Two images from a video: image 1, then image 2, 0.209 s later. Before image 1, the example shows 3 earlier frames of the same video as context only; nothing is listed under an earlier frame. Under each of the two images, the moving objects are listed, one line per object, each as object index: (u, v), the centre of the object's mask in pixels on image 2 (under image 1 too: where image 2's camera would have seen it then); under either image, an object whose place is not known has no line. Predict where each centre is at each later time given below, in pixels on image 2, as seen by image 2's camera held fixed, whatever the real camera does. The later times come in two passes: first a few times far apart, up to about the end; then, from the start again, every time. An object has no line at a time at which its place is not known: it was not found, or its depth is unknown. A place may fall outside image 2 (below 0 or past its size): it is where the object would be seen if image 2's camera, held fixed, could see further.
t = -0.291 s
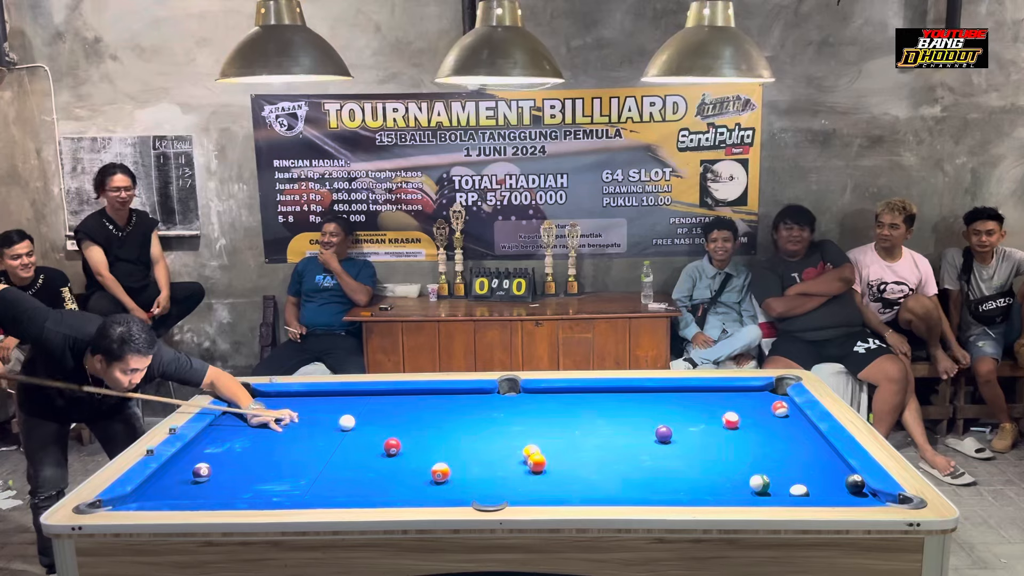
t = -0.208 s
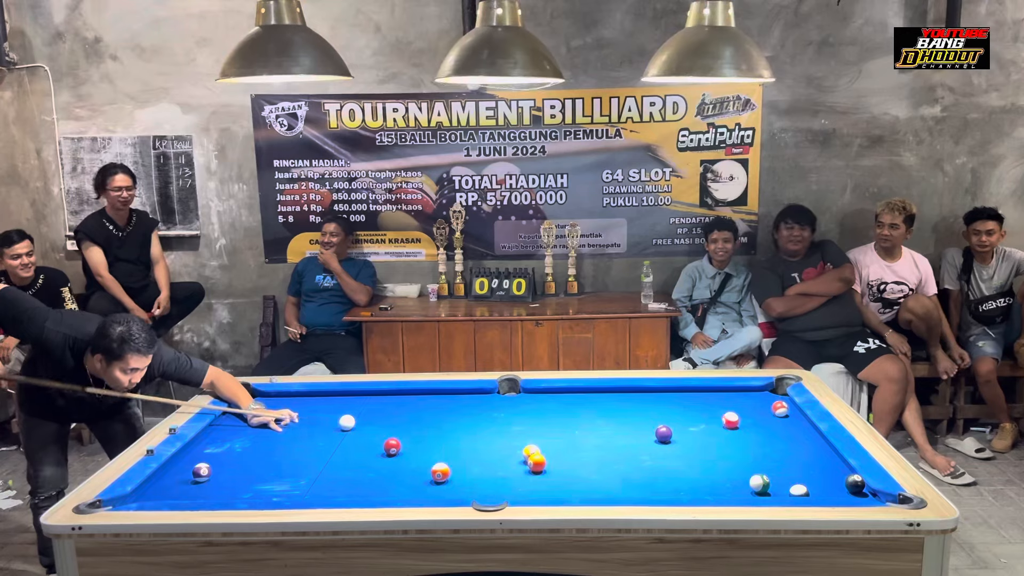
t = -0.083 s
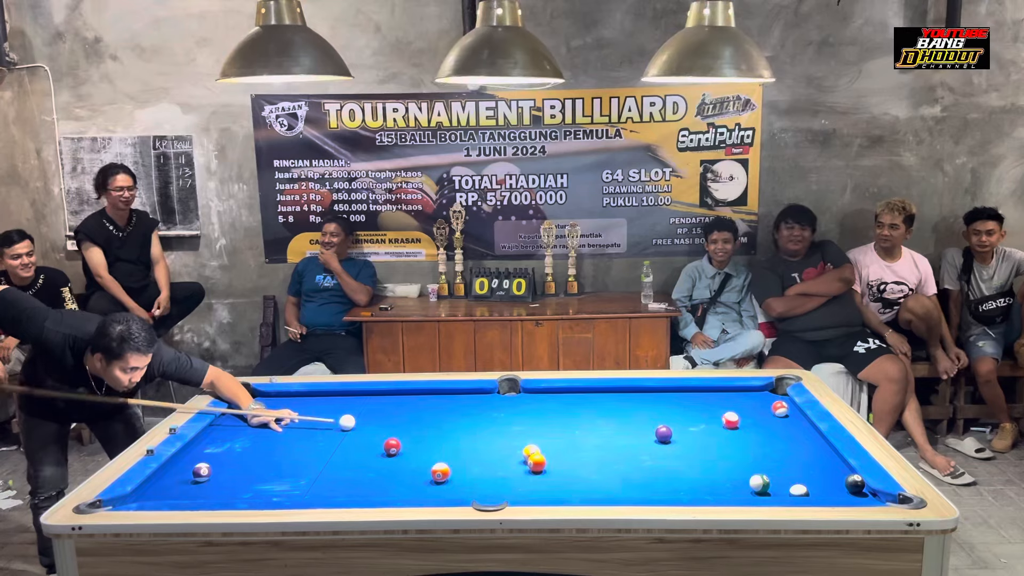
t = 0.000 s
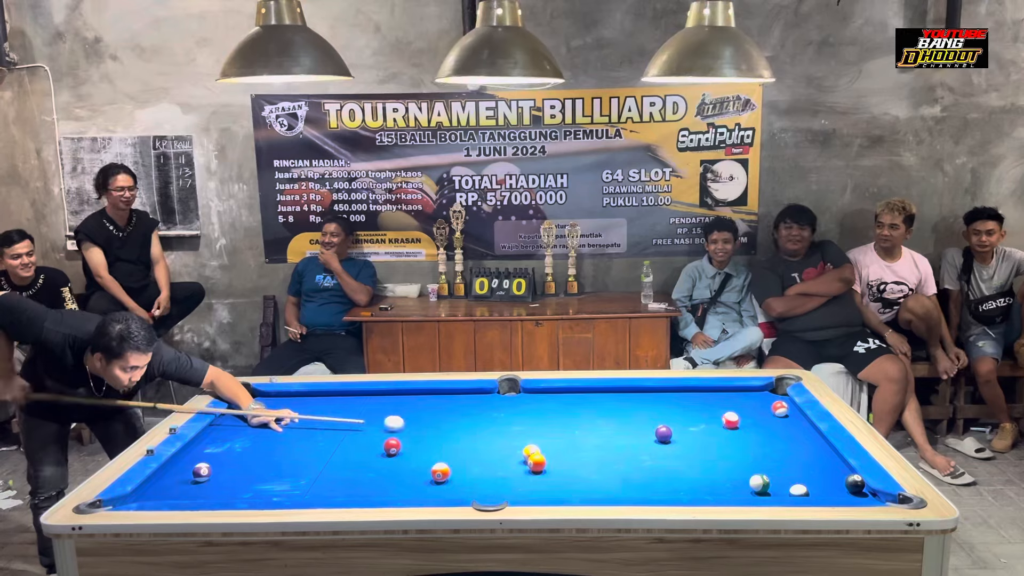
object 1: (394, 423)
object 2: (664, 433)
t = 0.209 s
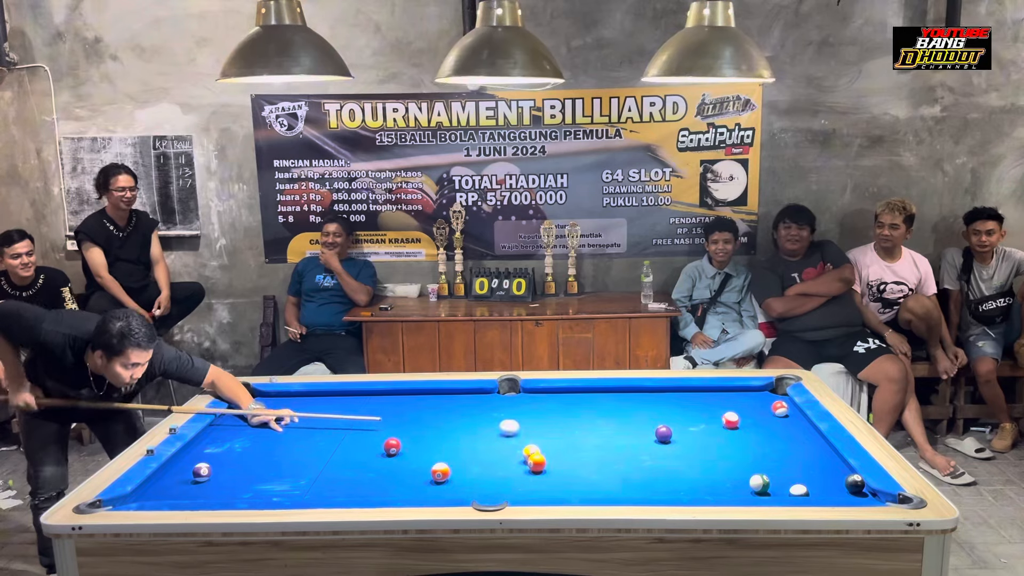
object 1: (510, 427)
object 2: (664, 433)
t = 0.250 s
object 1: (536, 428)
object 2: (664, 433)
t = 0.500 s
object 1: (647, 433)
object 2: (680, 433)
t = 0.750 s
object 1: (670, 437)
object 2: (781, 436)
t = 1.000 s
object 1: (702, 440)
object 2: (785, 437)
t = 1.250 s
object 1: (733, 444)
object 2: (741, 436)
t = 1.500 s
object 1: (762, 450)
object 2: (694, 437)
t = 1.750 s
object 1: (791, 456)
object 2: (653, 436)
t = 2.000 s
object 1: (817, 461)
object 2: (613, 435)
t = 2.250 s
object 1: (840, 465)
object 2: (577, 434)
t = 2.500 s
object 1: (833, 470)
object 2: (542, 433)
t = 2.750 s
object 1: (825, 475)
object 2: (509, 432)
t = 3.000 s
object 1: (819, 479)
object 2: (478, 431)
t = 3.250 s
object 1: (814, 483)
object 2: (449, 431)
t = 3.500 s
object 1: (810, 485)
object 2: (422, 430)
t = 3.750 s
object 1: (807, 485)
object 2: (397, 429)
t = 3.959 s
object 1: (806, 486)
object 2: (376, 430)
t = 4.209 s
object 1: (806, 486)
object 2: (354, 429)
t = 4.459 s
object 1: (806, 486)
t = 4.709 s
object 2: (314, 428)
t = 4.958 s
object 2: (296, 428)
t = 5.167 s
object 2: (284, 428)
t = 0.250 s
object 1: (536, 428)
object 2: (664, 433)
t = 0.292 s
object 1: (555, 428)
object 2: (664, 433)
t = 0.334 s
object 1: (582, 430)
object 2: (664, 433)
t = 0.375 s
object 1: (601, 430)
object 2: (664, 433)
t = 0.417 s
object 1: (619, 431)
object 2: (664, 433)
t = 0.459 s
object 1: (646, 433)
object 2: (664, 433)
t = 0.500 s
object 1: (647, 433)
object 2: (680, 433)
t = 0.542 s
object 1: (649, 434)
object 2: (704, 434)
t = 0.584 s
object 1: (651, 435)
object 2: (718, 434)
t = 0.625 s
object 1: (655, 435)
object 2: (738, 434)
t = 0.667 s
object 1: (659, 436)
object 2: (751, 435)
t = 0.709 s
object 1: (665, 436)
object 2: (769, 435)
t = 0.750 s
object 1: (670, 437)
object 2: (781, 436)
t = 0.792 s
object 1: (676, 437)
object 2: (800, 436)
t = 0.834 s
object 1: (680, 438)
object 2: (812, 436)
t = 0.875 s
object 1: (687, 439)
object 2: (809, 436)
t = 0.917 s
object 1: (691, 439)
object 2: (801, 436)
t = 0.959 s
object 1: (697, 440)
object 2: (791, 437)
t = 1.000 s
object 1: (702, 440)
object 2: (785, 437)
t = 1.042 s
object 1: (708, 441)
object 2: (775, 438)
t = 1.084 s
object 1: (712, 442)
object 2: (769, 437)
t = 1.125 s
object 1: (719, 443)
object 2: (760, 438)
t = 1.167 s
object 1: (723, 443)
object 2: (753, 438)
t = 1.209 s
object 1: (729, 444)
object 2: (744, 438)
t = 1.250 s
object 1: (733, 444)
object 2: (741, 436)
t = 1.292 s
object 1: (739, 445)
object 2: (727, 437)
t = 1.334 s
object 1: (743, 446)
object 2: (723, 438)
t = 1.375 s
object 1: (749, 447)
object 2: (715, 438)
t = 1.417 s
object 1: (753, 448)
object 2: (709, 438)
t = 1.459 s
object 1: (758, 449)
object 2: (700, 438)
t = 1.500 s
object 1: (762, 450)
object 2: (694, 437)
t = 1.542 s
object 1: (768, 451)
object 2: (686, 437)
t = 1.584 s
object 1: (772, 452)
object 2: (681, 437)
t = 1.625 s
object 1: (777, 453)
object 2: (672, 436)
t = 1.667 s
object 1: (781, 454)
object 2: (666, 436)
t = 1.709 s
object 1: (787, 455)
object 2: (658, 436)
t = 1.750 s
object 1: (791, 456)
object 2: (653, 436)
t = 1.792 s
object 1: (796, 457)
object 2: (645, 436)
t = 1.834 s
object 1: (799, 458)
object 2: (640, 436)
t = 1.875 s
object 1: (805, 458)
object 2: (632, 435)
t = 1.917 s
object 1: (808, 459)
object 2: (627, 435)
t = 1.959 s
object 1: (814, 460)
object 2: (619, 435)
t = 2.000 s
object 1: (817, 461)
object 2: (613, 435)
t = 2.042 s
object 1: (822, 462)
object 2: (606, 435)
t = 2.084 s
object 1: (826, 462)
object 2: (601, 434)
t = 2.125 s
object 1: (831, 463)
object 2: (594, 435)
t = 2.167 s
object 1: (835, 464)
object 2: (589, 434)
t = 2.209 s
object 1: (839, 465)
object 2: (581, 434)
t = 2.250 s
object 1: (840, 465)
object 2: (577, 434)
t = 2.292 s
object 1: (838, 466)
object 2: (569, 434)
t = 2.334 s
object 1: (838, 467)
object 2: (565, 434)
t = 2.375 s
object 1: (836, 468)
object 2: (558, 433)
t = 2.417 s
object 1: (835, 469)
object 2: (553, 433)
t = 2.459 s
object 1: (834, 470)
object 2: (546, 433)
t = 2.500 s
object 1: (833, 470)
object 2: (542, 433)
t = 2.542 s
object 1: (831, 471)
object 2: (535, 433)
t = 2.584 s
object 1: (830, 472)
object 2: (531, 432)
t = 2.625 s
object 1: (829, 473)
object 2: (524, 433)
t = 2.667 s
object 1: (828, 473)
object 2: (520, 432)
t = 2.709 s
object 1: (826, 474)
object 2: (513, 432)
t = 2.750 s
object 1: (825, 475)
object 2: (509, 432)
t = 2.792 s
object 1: (824, 476)
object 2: (503, 432)
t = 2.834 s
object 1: (823, 476)
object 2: (498, 432)
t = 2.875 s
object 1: (822, 477)
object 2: (492, 432)
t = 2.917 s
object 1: (821, 478)
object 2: (488, 432)
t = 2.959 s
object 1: (820, 479)
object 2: (482, 431)
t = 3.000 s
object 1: (819, 479)
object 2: (478, 431)
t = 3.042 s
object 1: (818, 480)
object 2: (472, 431)
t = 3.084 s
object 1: (817, 480)
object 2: (468, 431)
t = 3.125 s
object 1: (816, 481)
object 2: (462, 431)
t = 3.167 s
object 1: (815, 482)
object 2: (458, 431)
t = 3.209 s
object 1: (814, 482)
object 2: (453, 431)
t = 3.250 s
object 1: (814, 483)
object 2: (449, 431)
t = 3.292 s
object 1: (813, 483)
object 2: (444, 431)
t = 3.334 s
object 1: (813, 484)
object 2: (440, 431)
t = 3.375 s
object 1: (812, 484)
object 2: (434, 431)
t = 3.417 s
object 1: (811, 484)
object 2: (431, 430)
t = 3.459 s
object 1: (810, 485)
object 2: (426, 430)
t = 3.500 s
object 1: (810, 485)
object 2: (422, 430)
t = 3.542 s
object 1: (809, 485)
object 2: (417, 430)
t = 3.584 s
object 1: (809, 485)
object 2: (413, 430)
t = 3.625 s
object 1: (808, 485)
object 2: (408, 430)
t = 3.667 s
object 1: (808, 485)
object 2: (405, 430)
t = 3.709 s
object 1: (807, 485)
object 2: (400, 430)
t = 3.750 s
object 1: (807, 485)
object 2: (397, 429)
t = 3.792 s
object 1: (807, 486)
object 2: (392, 429)
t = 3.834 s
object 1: (807, 486)
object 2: (388, 430)
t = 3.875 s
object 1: (807, 486)
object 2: (383, 430)
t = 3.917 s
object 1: (806, 486)
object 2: (380, 430)
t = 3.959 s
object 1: (806, 486)
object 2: (376, 430)
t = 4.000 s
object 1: (806, 486)
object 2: (373, 429)
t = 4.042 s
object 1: (806, 486)
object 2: (368, 429)
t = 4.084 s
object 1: (806, 486)
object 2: (365, 429)
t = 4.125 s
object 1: (806, 486)
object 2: (361, 429)
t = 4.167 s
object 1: (806, 486)
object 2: (358, 429)
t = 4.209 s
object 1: (806, 486)
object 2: (354, 429)
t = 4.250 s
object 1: (806, 486)
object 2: (347, 429)
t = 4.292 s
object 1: (806, 486)
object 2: (347, 429)
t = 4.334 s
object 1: (806, 486)
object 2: (343, 428)
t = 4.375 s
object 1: (806, 486)
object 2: (339, 429)
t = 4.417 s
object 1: (806, 486)
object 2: (336, 429)
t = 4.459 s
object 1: (806, 486)
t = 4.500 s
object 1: (806, 486)
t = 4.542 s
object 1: (806, 486)
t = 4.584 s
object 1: (806, 486)
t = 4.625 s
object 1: (806, 486)
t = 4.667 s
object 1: (806, 486)
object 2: (317, 429)
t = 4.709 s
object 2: (314, 428)
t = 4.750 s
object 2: (311, 428)
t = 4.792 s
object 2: (308, 428)
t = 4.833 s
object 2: (306, 428)
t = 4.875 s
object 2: (302, 428)
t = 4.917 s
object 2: (299, 428)
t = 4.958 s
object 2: (296, 428)
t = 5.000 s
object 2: (294, 428)
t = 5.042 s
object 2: (291, 428)
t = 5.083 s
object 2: (289, 428)
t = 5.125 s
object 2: (286, 429)
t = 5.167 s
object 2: (284, 428)
